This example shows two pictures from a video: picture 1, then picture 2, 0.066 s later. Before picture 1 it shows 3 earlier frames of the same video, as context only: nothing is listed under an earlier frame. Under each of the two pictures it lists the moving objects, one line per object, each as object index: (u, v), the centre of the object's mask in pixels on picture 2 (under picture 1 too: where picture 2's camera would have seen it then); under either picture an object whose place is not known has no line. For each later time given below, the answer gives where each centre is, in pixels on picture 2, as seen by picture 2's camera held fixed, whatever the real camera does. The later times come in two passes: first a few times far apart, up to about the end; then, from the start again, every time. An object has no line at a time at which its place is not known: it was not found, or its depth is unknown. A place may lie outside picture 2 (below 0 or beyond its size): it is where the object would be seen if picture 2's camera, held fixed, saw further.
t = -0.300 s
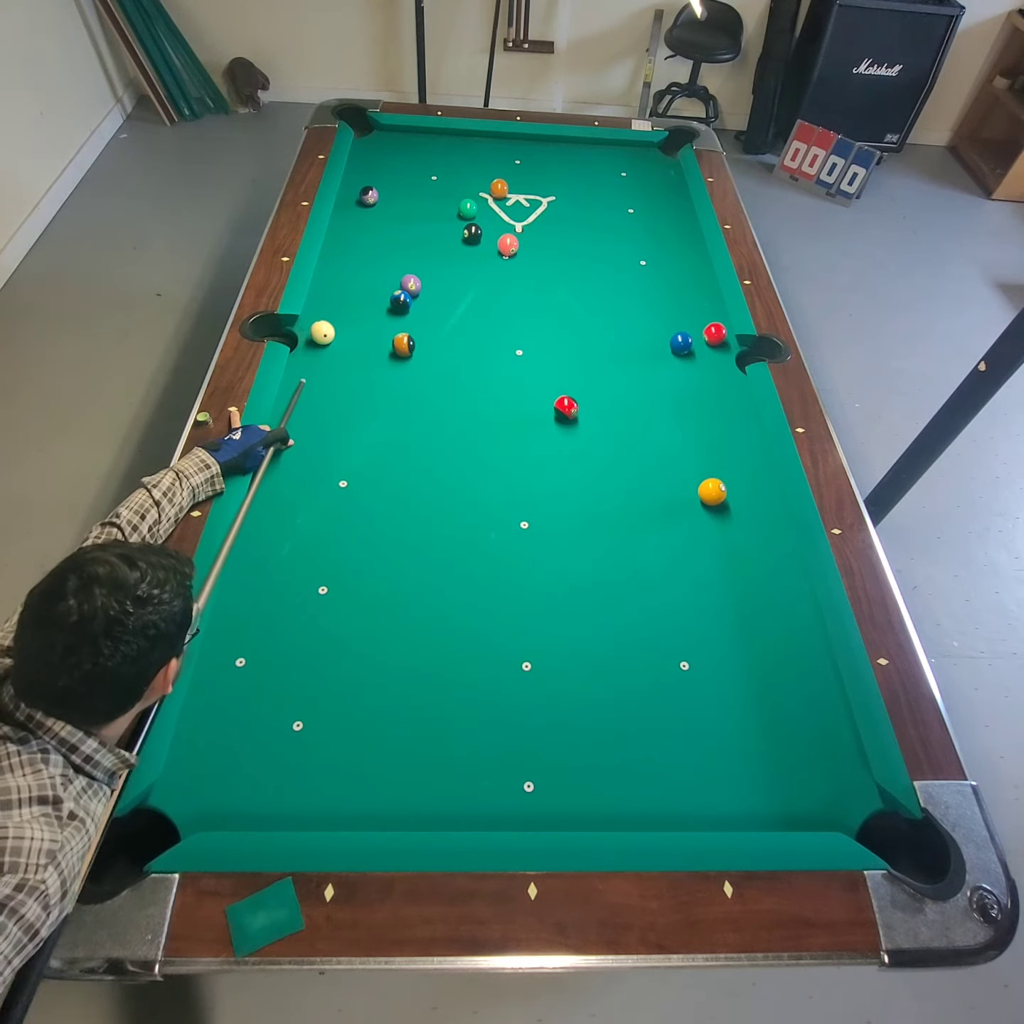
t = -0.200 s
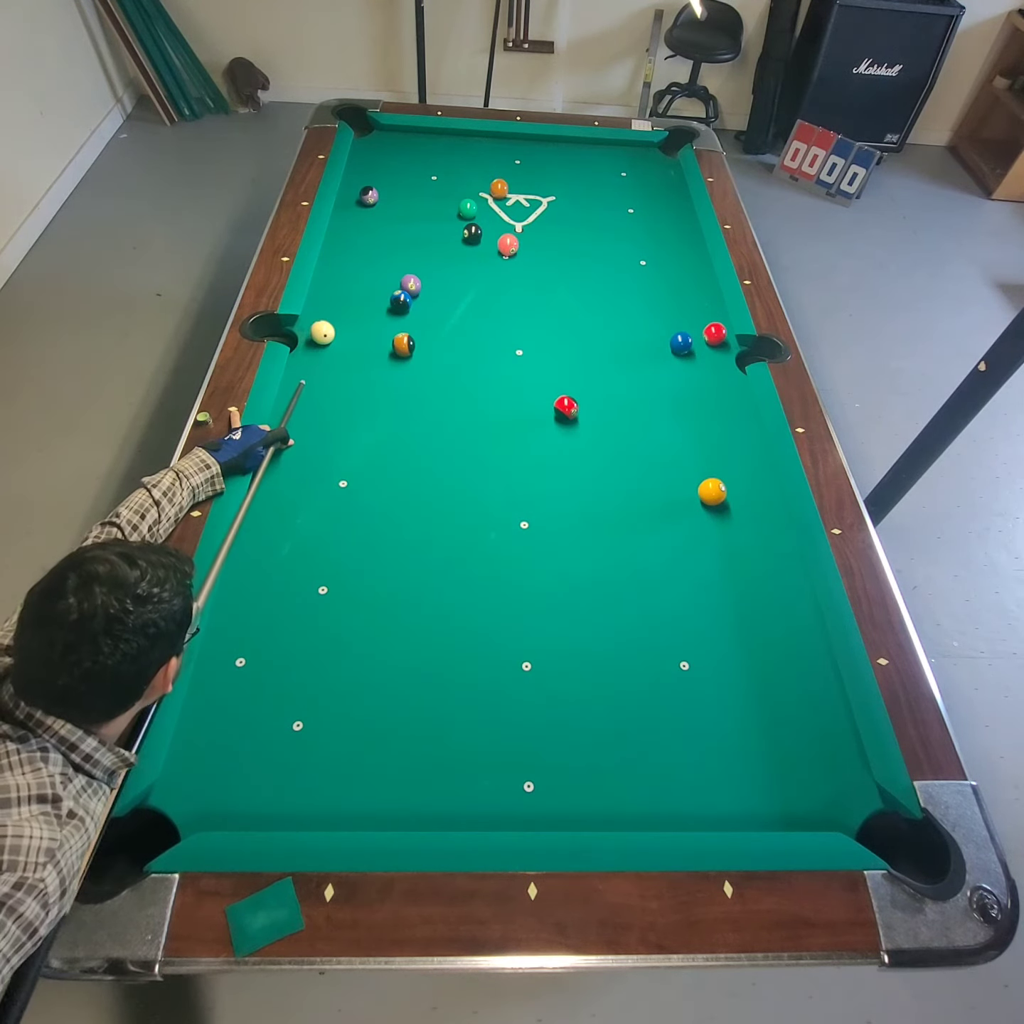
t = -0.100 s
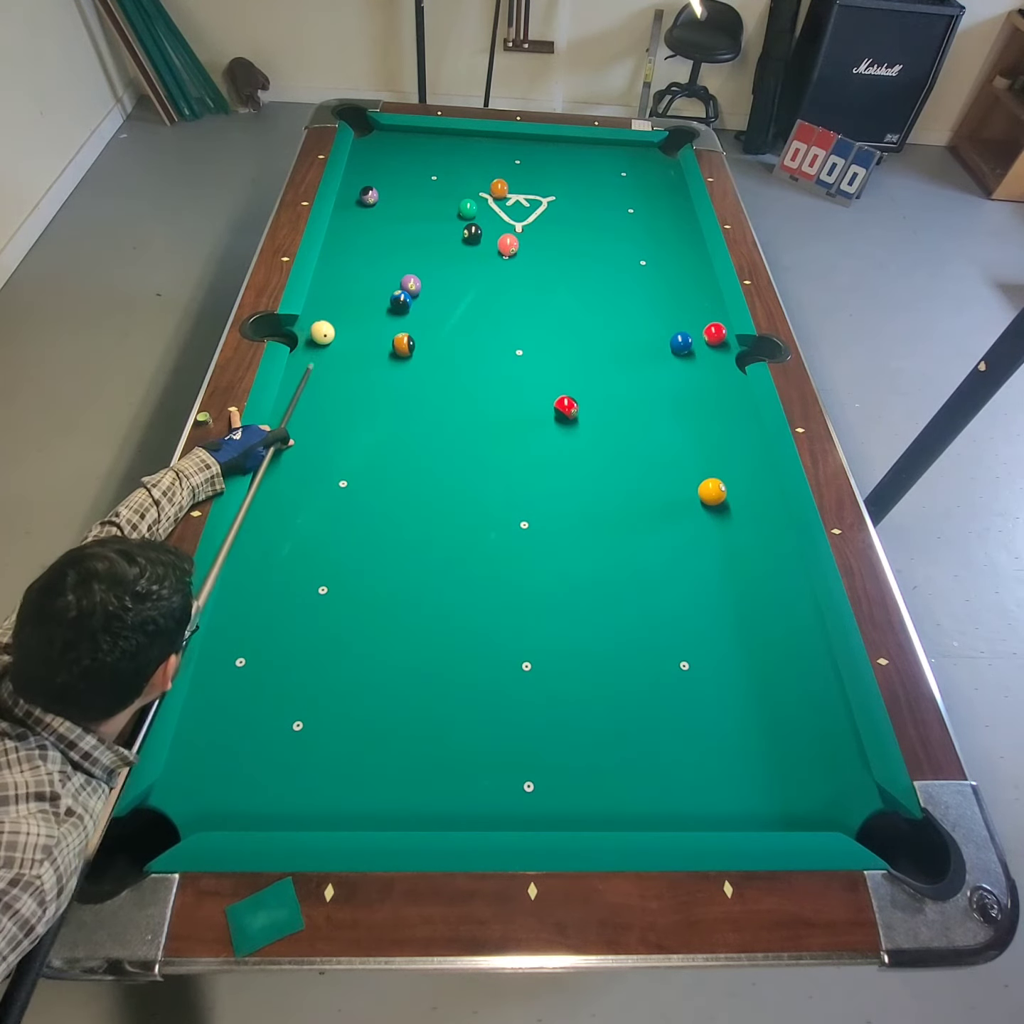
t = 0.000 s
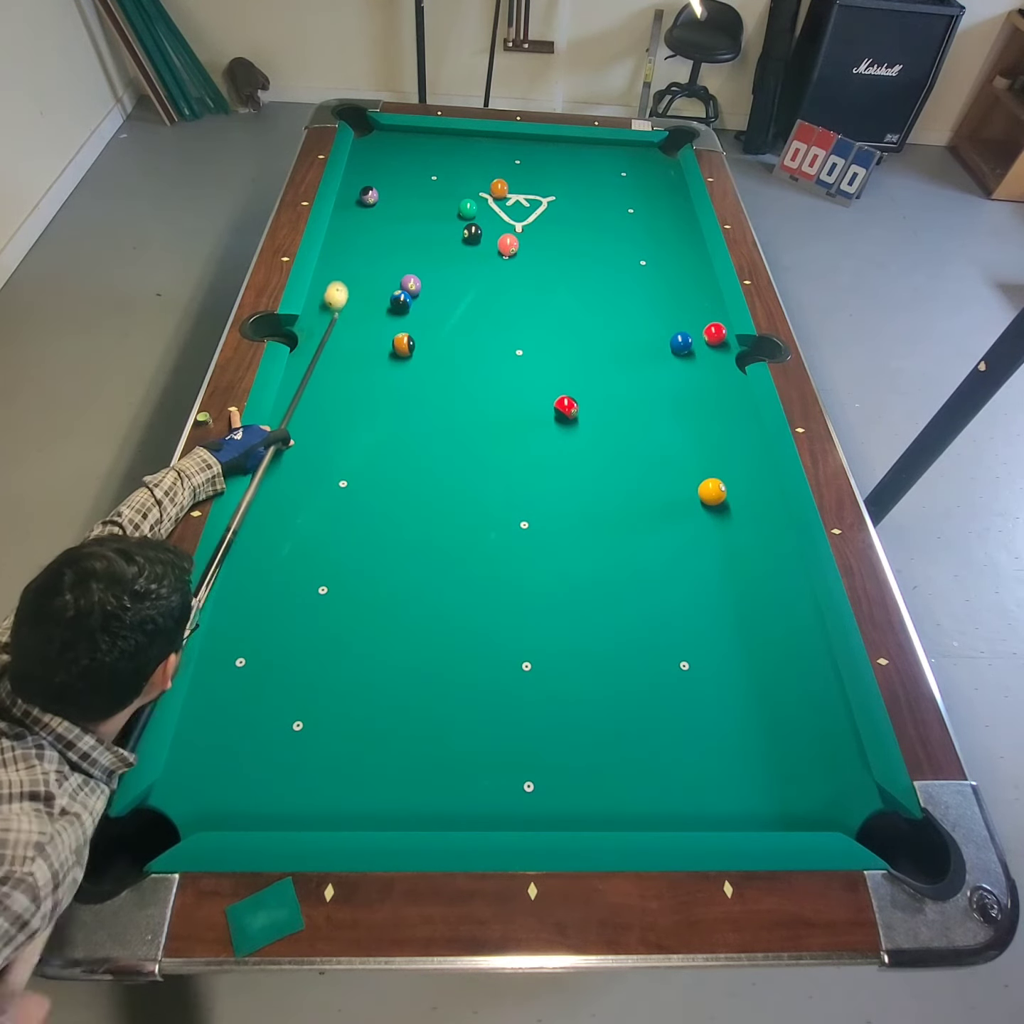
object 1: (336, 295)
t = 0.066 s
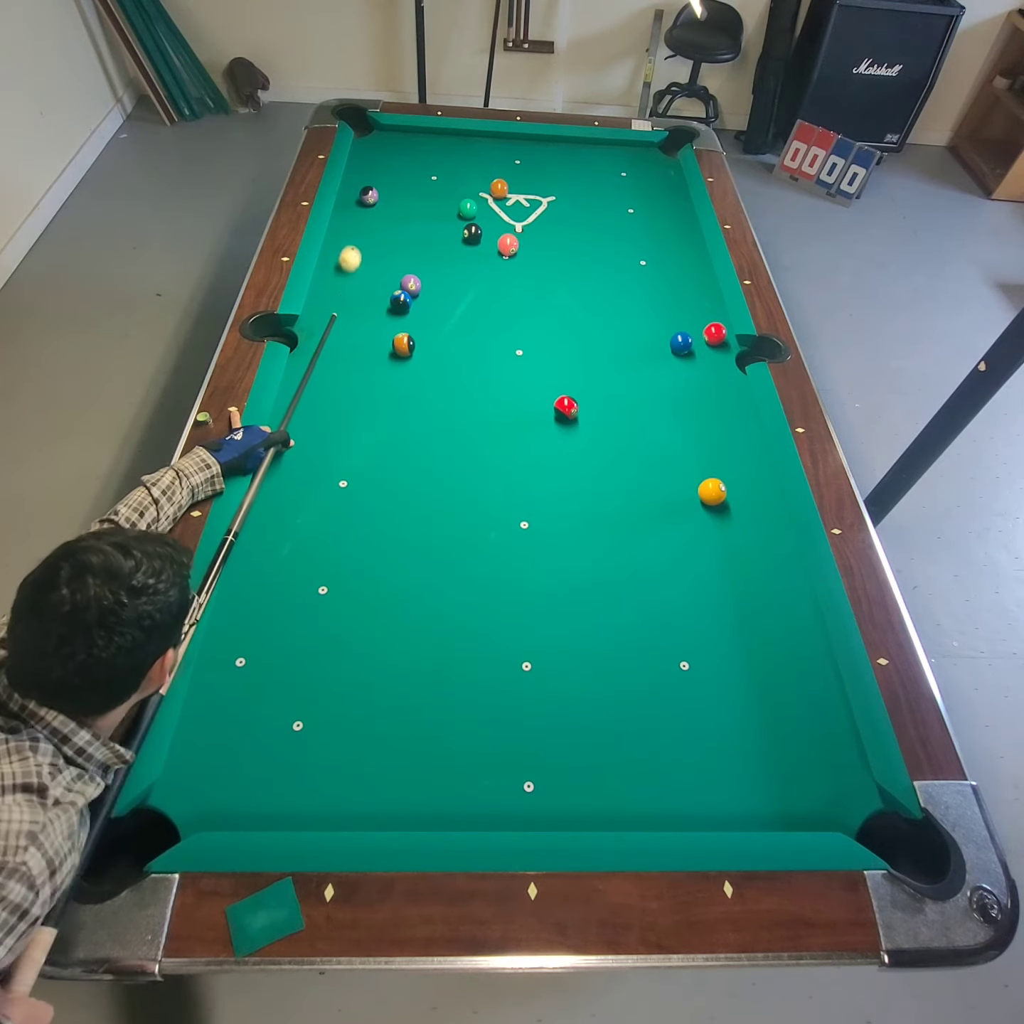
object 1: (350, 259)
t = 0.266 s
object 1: (382, 206)
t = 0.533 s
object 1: (410, 217)
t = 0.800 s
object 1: (435, 229)
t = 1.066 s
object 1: (459, 241)
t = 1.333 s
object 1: (481, 254)
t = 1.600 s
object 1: (501, 267)
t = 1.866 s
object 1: (520, 279)
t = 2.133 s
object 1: (538, 291)
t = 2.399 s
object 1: (555, 302)
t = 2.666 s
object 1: (571, 313)
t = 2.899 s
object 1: (584, 322)
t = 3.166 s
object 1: (597, 331)
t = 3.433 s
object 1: (609, 339)
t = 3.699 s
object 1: (620, 346)
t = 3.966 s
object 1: (628, 353)
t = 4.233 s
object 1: (635, 358)
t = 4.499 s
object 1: (640, 363)
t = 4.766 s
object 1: (644, 366)
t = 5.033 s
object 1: (646, 367)
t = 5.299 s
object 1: (646, 368)
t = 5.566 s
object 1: (646, 367)
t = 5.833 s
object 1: (646, 367)
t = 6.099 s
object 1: (646, 367)
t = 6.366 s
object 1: (646, 367)
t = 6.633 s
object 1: (646, 367)
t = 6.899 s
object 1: (646, 367)
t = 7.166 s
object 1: (646, 367)
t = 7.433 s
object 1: (646, 367)
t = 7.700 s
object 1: (646, 367)
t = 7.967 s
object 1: (646, 367)
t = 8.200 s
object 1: (646, 367)
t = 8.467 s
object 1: (646, 367)
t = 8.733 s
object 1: (646, 367)
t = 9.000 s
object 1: (646, 367)
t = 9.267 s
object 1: (646, 367)
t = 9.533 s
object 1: (646, 367)
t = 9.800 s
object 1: (646, 367)
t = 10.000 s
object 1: (646, 367)
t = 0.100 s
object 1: (356, 243)
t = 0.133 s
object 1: (361, 228)
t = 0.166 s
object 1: (367, 214)
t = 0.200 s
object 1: (371, 205)
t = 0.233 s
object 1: (377, 205)
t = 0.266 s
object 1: (382, 206)
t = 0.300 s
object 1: (386, 206)
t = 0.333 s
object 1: (390, 207)
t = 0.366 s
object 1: (394, 209)
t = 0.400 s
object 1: (397, 210)
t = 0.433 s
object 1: (400, 212)
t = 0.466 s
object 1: (404, 214)
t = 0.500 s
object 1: (407, 215)
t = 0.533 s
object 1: (410, 217)
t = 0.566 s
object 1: (413, 218)
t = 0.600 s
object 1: (417, 220)
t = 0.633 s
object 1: (420, 221)
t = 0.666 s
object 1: (423, 223)
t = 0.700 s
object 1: (426, 224)
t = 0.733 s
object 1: (429, 226)
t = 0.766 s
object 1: (432, 227)
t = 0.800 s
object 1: (435, 229)
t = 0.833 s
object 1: (438, 231)
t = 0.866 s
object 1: (441, 232)
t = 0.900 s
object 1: (444, 234)
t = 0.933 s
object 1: (448, 235)
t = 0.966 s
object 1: (451, 237)
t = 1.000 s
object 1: (453, 238)
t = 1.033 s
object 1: (457, 240)
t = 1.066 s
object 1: (459, 241)
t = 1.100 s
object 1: (462, 243)
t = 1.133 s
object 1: (465, 245)
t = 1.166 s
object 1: (467, 246)
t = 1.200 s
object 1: (470, 248)
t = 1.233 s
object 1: (473, 250)
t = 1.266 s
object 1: (475, 251)
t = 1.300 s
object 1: (478, 253)
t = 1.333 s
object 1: (481, 254)
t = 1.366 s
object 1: (483, 256)
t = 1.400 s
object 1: (486, 258)
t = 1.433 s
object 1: (488, 259)
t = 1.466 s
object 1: (491, 261)
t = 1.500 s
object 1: (493, 262)
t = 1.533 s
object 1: (496, 264)
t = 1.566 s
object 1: (498, 265)
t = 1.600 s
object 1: (501, 267)
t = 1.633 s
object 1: (503, 268)
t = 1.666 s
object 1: (506, 270)
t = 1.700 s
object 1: (508, 272)
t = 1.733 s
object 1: (511, 273)
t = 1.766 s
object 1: (513, 275)
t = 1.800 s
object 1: (516, 276)
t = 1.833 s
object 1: (518, 278)
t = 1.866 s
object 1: (520, 279)
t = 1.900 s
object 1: (523, 281)
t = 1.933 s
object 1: (525, 282)
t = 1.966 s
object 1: (527, 284)
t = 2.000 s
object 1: (529, 285)
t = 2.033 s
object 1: (532, 287)
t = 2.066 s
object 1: (534, 288)
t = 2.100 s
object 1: (536, 290)
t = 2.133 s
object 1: (538, 291)
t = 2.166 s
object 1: (541, 292)
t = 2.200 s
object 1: (543, 294)
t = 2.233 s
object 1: (545, 296)
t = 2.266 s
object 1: (547, 297)
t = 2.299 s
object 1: (549, 298)
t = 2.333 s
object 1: (551, 300)
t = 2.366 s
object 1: (553, 301)
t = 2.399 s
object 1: (555, 302)
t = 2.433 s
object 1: (557, 304)
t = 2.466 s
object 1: (559, 305)
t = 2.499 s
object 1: (561, 306)
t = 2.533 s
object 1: (563, 308)
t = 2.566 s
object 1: (565, 309)
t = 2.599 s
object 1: (567, 310)
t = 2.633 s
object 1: (569, 312)
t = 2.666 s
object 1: (571, 313)
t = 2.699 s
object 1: (573, 314)
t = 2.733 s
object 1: (575, 316)
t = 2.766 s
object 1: (577, 317)
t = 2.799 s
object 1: (579, 318)
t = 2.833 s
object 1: (580, 319)
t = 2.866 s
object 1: (582, 320)
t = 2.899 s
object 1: (584, 322)
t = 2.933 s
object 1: (586, 323)
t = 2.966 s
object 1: (587, 324)
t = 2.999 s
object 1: (589, 325)
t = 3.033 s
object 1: (591, 326)
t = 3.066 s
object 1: (592, 327)
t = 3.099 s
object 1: (594, 329)
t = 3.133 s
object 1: (596, 330)
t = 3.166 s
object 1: (597, 331)
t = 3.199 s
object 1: (599, 332)
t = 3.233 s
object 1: (600, 333)
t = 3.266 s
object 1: (602, 334)
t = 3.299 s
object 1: (603, 335)
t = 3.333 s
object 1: (605, 336)
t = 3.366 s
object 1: (606, 337)
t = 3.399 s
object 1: (608, 338)
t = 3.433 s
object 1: (609, 339)
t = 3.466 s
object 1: (610, 340)
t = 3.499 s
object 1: (612, 341)
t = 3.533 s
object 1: (613, 342)
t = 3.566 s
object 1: (615, 343)
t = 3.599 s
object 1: (616, 344)
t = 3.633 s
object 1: (617, 345)
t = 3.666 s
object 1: (618, 346)
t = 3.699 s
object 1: (620, 346)
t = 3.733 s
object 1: (621, 347)
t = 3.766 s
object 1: (622, 348)
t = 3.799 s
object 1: (623, 349)
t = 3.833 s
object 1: (624, 350)
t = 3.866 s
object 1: (625, 351)
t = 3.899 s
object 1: (626, 351)
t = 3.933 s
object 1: (627, 352)
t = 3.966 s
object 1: (628, 353)
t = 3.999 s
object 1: (629, 354)
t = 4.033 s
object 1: (630, 354)
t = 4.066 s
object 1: (631, 355)
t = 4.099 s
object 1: (632, 356)
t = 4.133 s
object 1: (633, 357)
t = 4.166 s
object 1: (634, 357)
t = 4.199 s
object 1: (634, 358)
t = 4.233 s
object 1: (635, 358)
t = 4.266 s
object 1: (636, 359)
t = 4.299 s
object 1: (637, 360)
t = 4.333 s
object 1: (637, 360)
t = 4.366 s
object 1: (638, 361)
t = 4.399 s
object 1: (639, 361)
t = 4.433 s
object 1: (639, 362)
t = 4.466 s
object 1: (640, 362)
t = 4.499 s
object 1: (640, 363)
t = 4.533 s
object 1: (641, 363)
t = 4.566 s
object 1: (642, 364)
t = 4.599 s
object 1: (642, 364)
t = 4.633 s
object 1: (643, 364)
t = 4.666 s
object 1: (643, 365)
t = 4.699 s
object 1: (644, 365)
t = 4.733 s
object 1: (644, 365)
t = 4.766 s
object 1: (644, 366)
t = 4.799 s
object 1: (645, 366)
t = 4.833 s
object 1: (645, 366)
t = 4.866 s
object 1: (645, 367)
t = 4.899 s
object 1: (645, 367)
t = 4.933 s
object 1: (646, 367)
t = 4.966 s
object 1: (646, 367)
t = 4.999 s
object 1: (646, 367)
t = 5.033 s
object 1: (646, 367)
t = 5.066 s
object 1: (646, 368)
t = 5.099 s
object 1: (646, 368)
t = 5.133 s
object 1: (646, 368)
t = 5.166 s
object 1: (646, 368)
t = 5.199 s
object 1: (646, 368)
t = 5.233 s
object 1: (646, 368)
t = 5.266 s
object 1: (646, 368)
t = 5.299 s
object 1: (646, 368)
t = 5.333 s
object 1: (646, 367)
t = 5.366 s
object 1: (646, 367)
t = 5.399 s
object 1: (646, 367)
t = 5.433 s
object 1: (646, 367)
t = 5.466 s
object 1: (646, 367)
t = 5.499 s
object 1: (646, 367)
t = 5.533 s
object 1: (646, 367)
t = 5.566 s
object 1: (646, 367)
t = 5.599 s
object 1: (646, 367)
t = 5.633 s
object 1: (646, 367)
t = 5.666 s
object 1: (646, 367)
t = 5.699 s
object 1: (646, 367)
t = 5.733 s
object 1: (646, 367)
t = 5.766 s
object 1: (646, 367)
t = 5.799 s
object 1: (646, 367)
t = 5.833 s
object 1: (646, 367)
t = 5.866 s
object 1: (646, 367)
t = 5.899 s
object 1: (646, 367)
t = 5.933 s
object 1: (646, 367)
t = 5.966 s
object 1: (646, 367)
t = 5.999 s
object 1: (646, 367)
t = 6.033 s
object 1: (646, 367)
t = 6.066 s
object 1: (646, 367)
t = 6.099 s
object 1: (646, 367)
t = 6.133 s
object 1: (646, 367)
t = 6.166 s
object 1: (646, 367)
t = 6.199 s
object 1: (646, 367)
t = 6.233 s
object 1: (646, 367)
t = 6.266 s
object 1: (646, 367)
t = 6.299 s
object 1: (646, 367)
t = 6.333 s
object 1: (646, 367)
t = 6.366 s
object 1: (646, 367)
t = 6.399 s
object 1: (646, 367)
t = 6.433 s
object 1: (646, 367)
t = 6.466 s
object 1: (646, 367)
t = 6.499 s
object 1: (646, 367)
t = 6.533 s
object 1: (646, 367)
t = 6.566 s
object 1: (646, 367)
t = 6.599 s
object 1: (646, 367)
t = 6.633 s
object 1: (646, 367)
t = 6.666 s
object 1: (646, 367)
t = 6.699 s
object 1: (646, 367)
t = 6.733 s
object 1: (646, 367)
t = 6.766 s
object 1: (646, 367)
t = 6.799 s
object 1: (646, 367)
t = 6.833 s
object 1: (646, 367)
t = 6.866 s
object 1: (646, 367)
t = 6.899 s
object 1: (646, 367)
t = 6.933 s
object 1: (646, 367)
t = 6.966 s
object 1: (646, 367)
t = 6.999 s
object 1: (646, 367)
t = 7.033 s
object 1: (646, 367)
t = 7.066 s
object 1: (646, 367)
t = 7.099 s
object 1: (646, 367)
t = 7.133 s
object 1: (646, 367)
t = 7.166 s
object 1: (646, 367)
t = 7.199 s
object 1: (646, 367)
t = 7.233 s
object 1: (646, 367)
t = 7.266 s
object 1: (646, 367)
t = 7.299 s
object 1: (646, 367)
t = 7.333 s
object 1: (646, 367)
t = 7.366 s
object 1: (646, 367)
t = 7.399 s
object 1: (646, 367)
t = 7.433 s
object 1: (646, 367)
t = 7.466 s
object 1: (646, 367)
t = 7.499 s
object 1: (646, 367)
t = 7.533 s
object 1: (646, 367)
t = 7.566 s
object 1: (646, 367)
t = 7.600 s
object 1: (646, 367)
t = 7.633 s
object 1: (646, 367)
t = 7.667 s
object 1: (646, 367)
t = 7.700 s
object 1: (646, 367)
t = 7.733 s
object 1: (646, 367)
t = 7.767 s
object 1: (646, 367)
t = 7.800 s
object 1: (646, 367)
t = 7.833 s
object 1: (646, 367)
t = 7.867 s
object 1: (646, 367)
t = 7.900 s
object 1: (646, 367)
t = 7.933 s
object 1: (646, 367)
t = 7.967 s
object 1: (646, 367)
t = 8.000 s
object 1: (646, 367)
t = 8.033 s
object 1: (646, 367)
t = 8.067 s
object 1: (646, 367)
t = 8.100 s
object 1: (646, 367)
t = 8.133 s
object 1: (646, 367)
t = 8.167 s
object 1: (646, 367)
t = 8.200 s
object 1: (646, 367)
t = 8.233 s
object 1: (646, 367)
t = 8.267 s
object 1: (646, 367)
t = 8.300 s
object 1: (646, 367)
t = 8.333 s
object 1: (646, 367)
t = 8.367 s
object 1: (646, 367)
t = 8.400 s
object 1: (646, 367)
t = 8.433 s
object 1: (646, 367)
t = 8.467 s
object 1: (646, 367)
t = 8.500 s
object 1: (646, 367)
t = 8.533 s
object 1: (646, 367)
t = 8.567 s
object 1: (646, 367)
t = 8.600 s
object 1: (646, 367)
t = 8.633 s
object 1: (646, 367)
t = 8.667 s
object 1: (646, 367)
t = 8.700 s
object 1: (646, 367)
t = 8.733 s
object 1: (646, 367)
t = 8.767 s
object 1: (646, 367)
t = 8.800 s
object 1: (646, 367)
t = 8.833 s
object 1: (646, 367)
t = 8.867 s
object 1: (646, 367)
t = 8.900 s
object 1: (646, 367)
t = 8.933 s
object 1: (646, 367)
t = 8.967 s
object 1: (646, 367)
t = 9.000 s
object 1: (646, 367)
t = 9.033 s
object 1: (646, 367)
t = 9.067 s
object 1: (646, 367)
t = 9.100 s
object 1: (646, 367)
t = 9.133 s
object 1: (646, 367)
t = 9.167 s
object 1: (646, 367)
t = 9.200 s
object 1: (646, 367)
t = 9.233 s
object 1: (646, 367)
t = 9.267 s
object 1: (646, 367)
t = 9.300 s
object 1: (646, 367)
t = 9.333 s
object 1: (646, 367)
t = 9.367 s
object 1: (646, 367)
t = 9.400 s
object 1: (646, 367)
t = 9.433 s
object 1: (646, 367)
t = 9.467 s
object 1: (646, 367)
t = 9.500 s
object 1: (646, 367)
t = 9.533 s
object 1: (646, 367)
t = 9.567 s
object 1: (646, 367)
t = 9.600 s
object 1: (646, 367)
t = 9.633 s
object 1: (646, 367)
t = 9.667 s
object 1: (646, 367)
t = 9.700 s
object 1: (646, 367)
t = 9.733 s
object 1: (646, 367)
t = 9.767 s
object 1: (646, 367)
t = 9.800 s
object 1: (646, 367)
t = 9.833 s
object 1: (646, 367)
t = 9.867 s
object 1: (646, 367)
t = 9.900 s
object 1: (646, 367)
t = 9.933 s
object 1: (646, 367)
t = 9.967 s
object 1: (646, 367)
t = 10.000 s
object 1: (646, 367)
